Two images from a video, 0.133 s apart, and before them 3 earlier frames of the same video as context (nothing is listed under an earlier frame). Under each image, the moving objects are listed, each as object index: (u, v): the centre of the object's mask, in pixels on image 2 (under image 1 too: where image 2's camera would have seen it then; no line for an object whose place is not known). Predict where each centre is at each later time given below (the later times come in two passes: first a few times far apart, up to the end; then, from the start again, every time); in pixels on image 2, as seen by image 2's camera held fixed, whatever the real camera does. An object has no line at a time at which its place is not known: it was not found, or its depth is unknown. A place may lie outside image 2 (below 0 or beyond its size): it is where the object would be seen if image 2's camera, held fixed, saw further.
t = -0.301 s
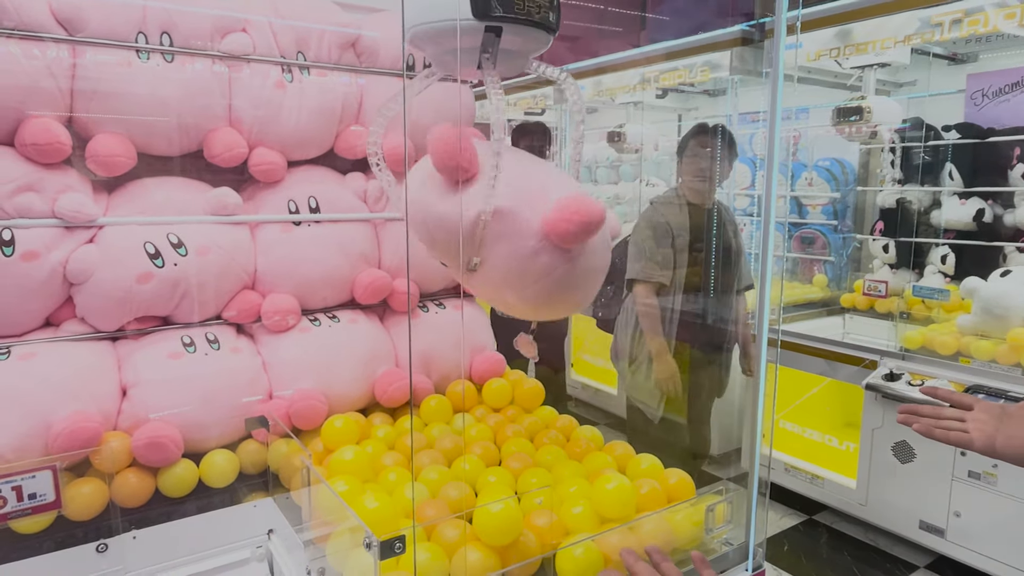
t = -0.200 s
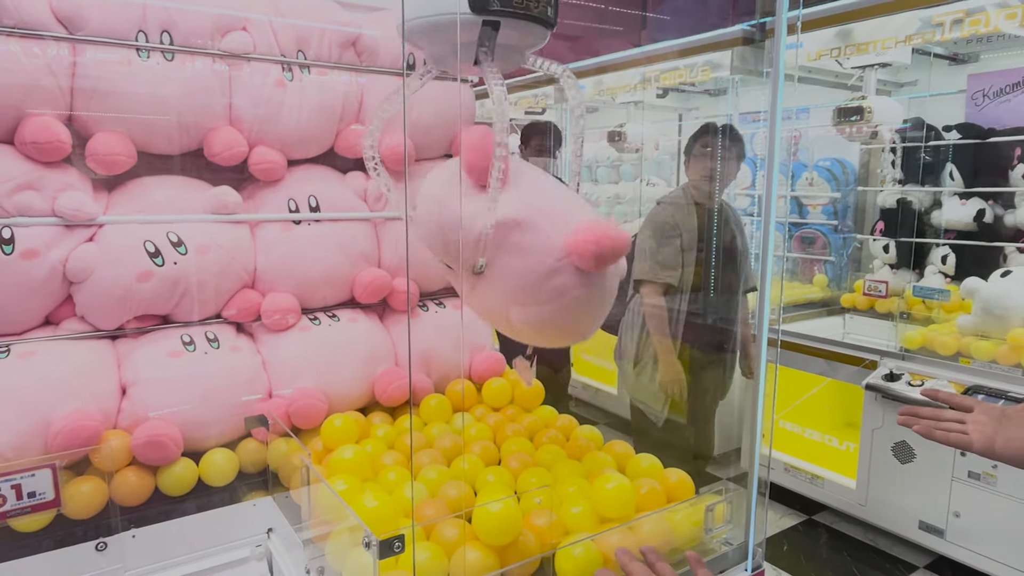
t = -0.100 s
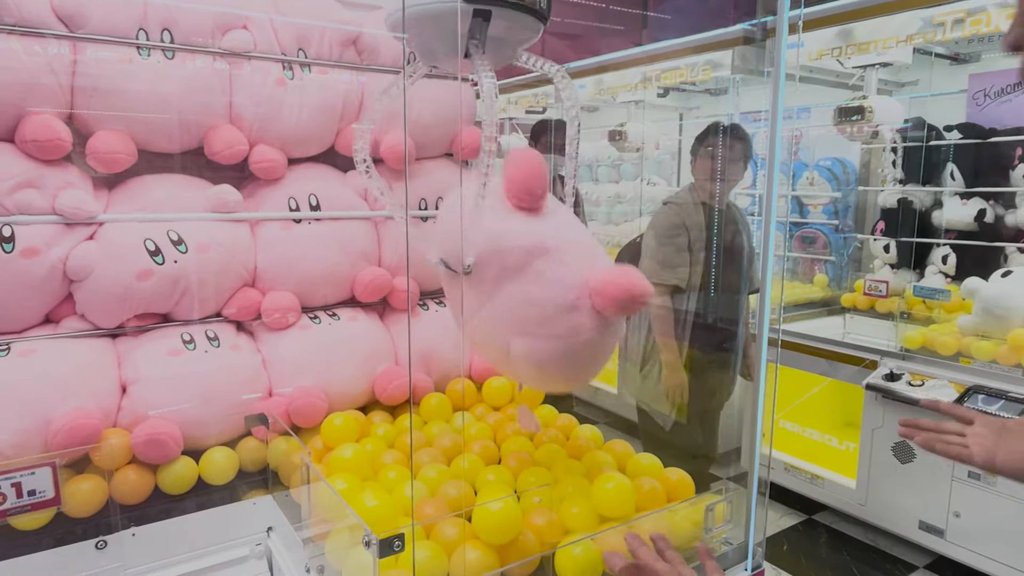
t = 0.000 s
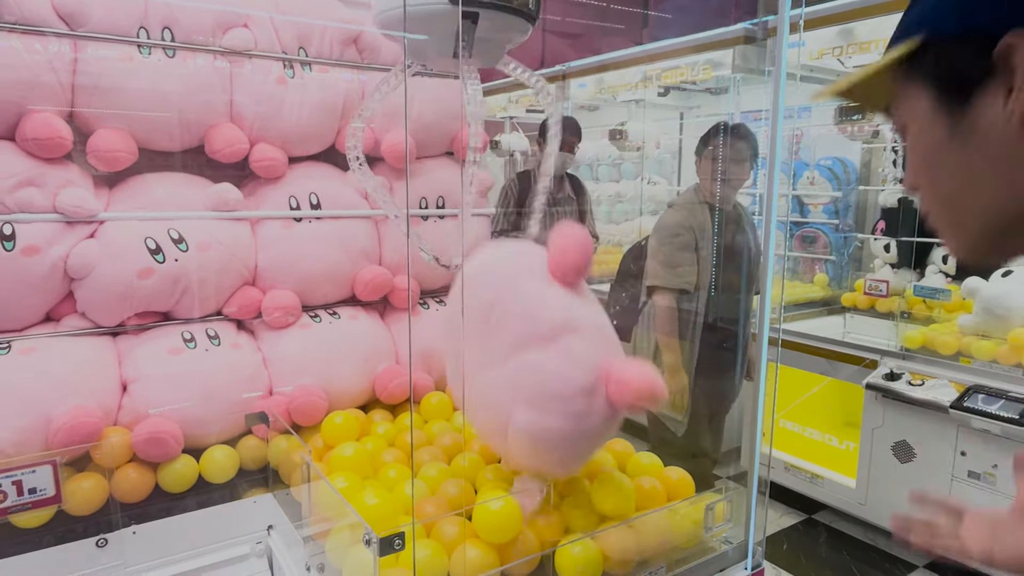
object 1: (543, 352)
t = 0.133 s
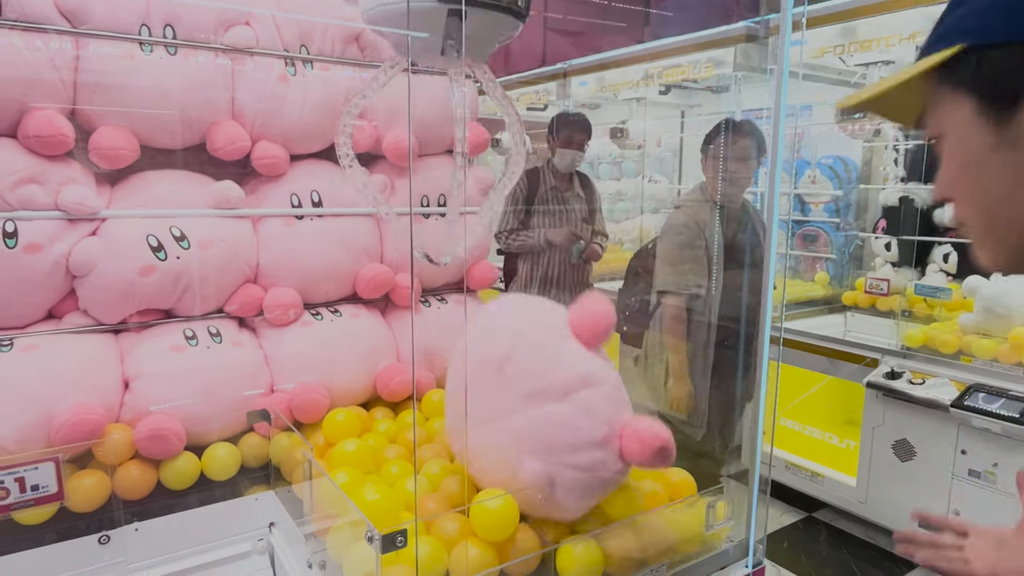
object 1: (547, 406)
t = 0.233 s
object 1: (538, 373)
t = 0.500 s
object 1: (509, 393)
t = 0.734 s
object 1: (466, 398)
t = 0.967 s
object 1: (433, 413)
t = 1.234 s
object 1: (433, 415)
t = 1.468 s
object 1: (434, 414)
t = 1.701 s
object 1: (433, 414)
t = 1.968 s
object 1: (433, 414)
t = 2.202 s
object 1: (433, 413)
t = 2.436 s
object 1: (434, 413)
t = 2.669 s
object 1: (435, 413)
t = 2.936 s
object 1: (438, 412)
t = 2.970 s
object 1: (438, 412)
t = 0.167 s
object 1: (545, 390)
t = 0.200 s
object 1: (542, 379)
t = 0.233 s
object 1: (538, 373)
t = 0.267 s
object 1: (536, 373)
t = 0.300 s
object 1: (534, 379)
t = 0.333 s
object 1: (530, 389)
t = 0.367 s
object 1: (528, 400)
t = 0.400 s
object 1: (524, 405)
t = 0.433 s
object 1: (519, 402)
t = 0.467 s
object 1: (517, 399)
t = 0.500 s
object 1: (509, 393)
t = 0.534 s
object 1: (502, 392)
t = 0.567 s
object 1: (497, 394)
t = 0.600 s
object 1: (491, 397)
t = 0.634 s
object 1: (483, 399)
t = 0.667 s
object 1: (478, 400)
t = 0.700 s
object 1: (472, 399)
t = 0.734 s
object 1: (466, 398)
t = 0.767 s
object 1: (461, 401)
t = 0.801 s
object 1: (455, 403)
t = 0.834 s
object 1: (450, 406)
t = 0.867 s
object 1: (445, 408)
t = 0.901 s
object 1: (440, 411)
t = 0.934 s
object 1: (436, 412)
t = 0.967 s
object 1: (433, 413)
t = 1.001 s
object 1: (432, 414)
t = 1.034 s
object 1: (431, 414)
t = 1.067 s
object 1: (431, 414)
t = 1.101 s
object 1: (431, 415)
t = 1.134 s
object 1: (431, 416)
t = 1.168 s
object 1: (432, 416)
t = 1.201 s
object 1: (432, 416)
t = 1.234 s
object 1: (433, 415)
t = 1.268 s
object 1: (433, 415)
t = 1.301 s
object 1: (434, 415)
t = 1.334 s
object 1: (434, 415)
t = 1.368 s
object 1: (434, 414)
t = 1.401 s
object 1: (434, 414)
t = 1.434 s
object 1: (434, 414)
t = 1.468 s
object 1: (434, 414)
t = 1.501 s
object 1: (434, 414)
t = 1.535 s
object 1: (434, 414)
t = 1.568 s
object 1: (433, 414)
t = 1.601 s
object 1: (433, 414)
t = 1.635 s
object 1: (433, 414)
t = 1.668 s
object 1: (433, 414)
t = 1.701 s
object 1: (433, 414)
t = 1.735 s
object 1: (433, 414)
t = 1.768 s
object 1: (433, 414)
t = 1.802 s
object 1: (433, 414)
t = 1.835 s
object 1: (433, 414)
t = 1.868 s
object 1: (433, 414)
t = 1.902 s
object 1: (433, 414)
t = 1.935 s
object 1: (433, 414)
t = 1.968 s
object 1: (433, 414)
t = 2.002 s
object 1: (433, 414)
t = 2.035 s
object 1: (433, 414)
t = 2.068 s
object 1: (433, 414)
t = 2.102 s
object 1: (433, 413)
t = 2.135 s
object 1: (433, 413)
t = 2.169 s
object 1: (433, 413)
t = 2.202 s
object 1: (433, 413)
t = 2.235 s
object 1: (433, 413)
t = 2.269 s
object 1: (433, 413)
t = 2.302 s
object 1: (433, 413)
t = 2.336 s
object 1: (434, 413)
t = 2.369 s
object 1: (434, 413)
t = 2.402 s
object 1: (434, 413)
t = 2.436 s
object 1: (434, 413)
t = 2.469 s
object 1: (434, 412)
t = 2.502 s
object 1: (434, 412)
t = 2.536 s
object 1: (434, 412)
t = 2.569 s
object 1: (434, 412)
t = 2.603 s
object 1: (434, 412)
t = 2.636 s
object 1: (435, 413)
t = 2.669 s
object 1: (435, 413)
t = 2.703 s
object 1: (436, 413)
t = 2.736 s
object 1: (436, 413)
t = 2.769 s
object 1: (436, 413)
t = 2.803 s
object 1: (437, 413)
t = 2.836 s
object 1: (437, 413)
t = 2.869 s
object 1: (437, 413)
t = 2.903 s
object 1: (438, 412)
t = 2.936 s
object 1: (438, 412)
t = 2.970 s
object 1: (438, 412)
